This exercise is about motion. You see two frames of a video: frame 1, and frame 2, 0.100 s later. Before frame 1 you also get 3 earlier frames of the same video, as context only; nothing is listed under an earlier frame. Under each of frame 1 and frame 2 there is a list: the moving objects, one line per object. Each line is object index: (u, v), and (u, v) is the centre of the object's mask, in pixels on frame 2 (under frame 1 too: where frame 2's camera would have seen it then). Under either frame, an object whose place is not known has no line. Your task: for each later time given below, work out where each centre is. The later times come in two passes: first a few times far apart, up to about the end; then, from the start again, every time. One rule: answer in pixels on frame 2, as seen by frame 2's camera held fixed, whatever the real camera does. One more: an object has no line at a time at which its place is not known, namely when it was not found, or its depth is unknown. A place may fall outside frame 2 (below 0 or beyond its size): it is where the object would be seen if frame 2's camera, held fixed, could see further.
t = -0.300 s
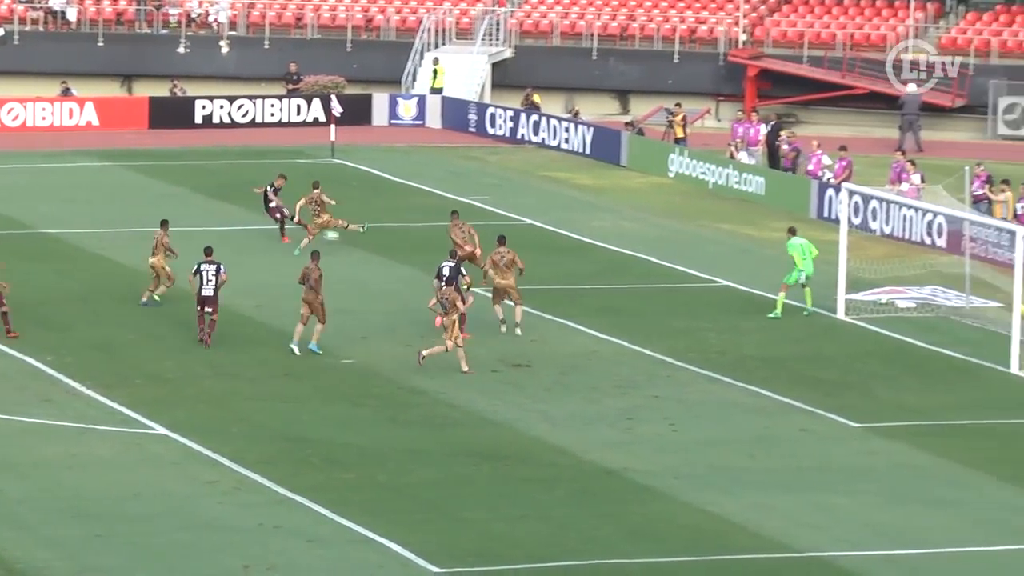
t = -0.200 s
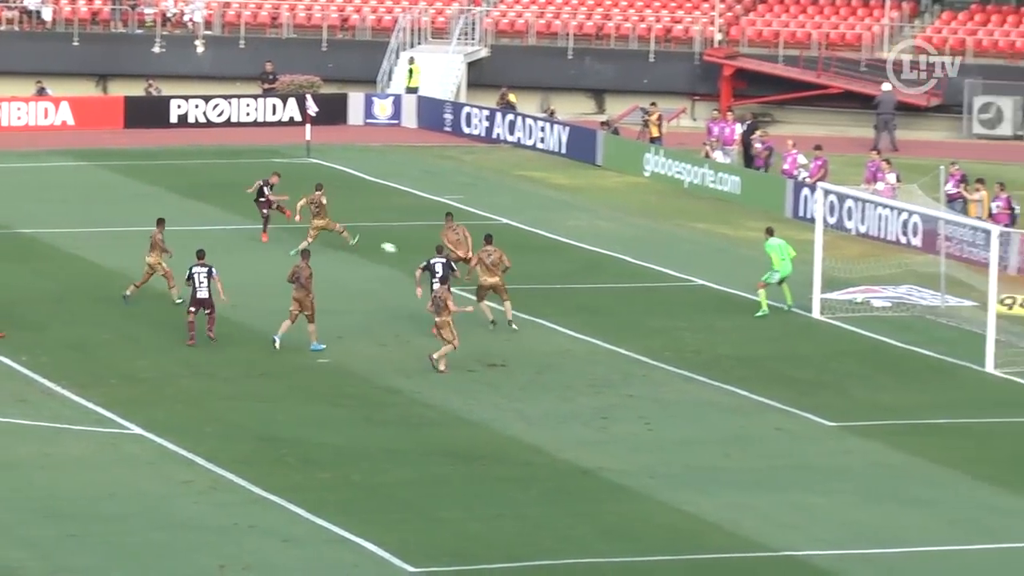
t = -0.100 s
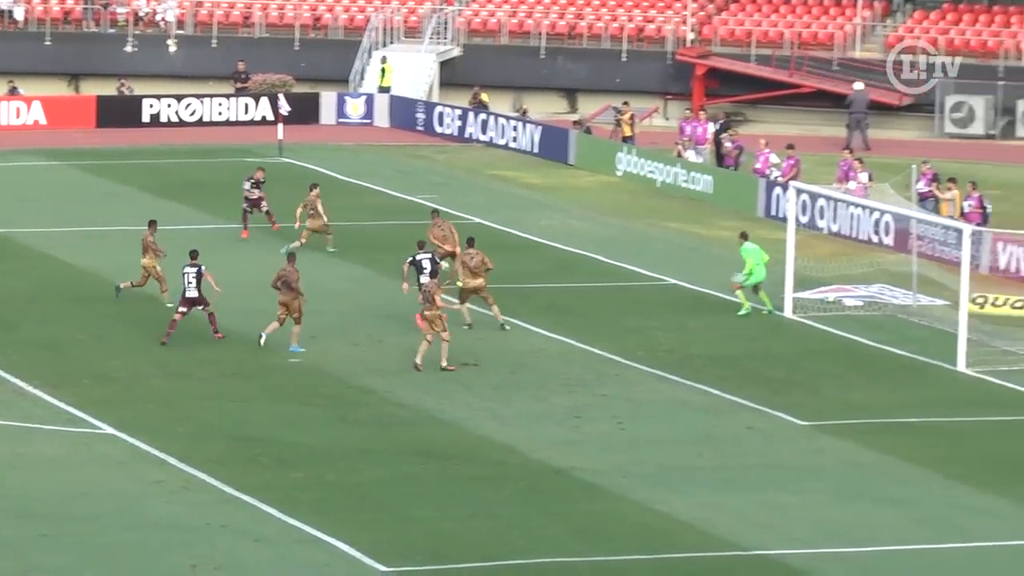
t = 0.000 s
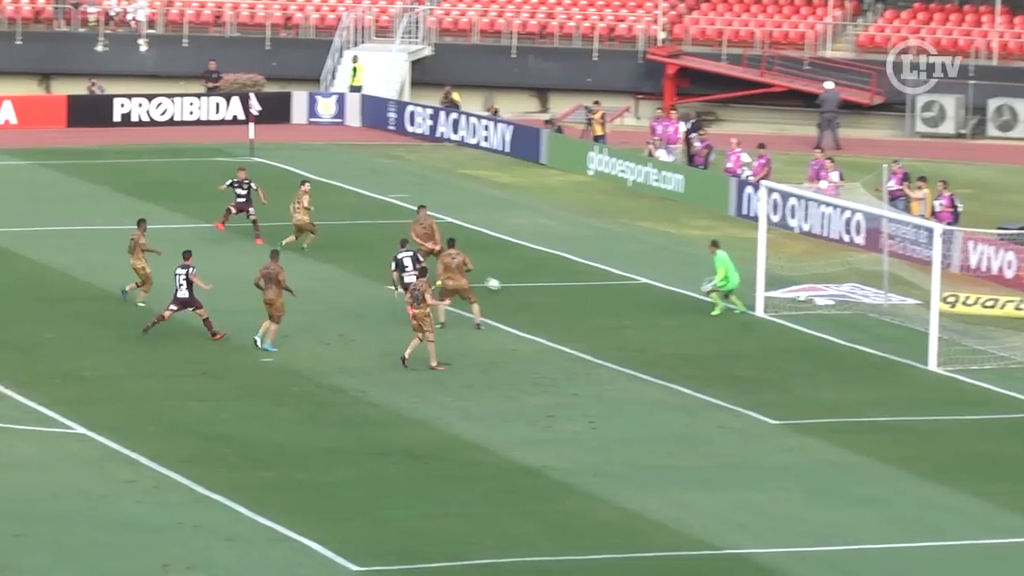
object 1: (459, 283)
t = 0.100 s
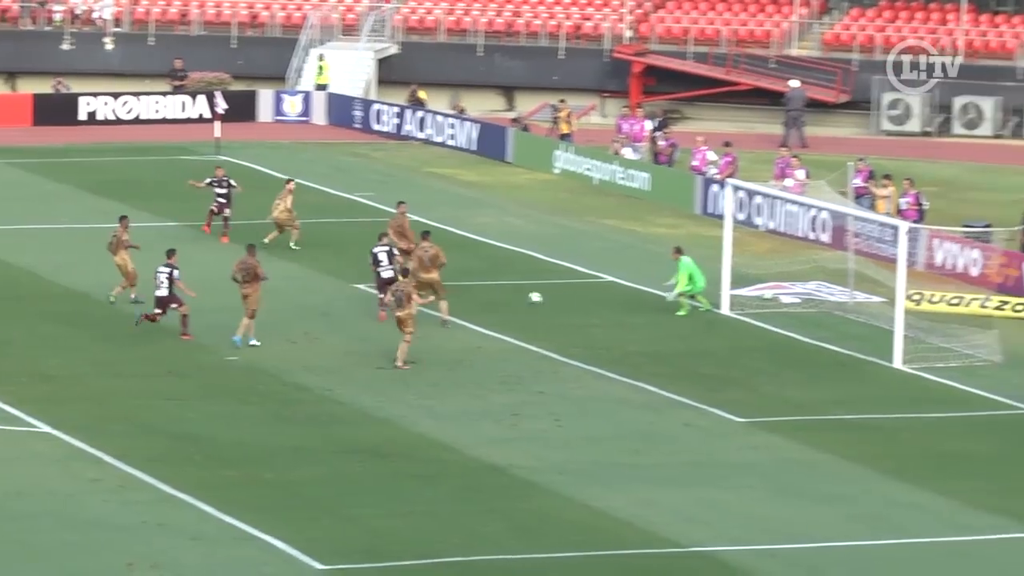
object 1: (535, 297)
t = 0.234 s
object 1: (630, 315)
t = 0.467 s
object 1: (796, 354)
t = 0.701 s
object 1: (952, 387)
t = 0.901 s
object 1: (1083, 422)
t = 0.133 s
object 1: (559, 302)
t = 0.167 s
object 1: (583, 305)
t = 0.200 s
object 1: (607, 310)
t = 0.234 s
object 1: (630, 315)
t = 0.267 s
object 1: (654, 319)
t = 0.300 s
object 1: (678, 324)
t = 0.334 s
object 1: (702, 331)
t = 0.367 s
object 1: (726, 337)
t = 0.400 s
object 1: (750, 344)
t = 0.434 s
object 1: (774, 350)
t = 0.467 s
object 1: (796, 354)
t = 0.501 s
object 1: (819, 358)
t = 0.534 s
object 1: (842, 363)
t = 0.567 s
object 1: (864, 369)
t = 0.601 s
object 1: (886, 375)
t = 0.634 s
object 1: (908, 380)
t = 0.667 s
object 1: (930, 384)
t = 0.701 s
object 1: (952, 387)
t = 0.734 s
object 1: (975, 392)
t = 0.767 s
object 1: (997, 398)
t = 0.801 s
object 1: (1019, 405)
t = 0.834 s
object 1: (1041, 412)
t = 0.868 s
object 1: (1062, 417)
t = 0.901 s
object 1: (1083, 422)
